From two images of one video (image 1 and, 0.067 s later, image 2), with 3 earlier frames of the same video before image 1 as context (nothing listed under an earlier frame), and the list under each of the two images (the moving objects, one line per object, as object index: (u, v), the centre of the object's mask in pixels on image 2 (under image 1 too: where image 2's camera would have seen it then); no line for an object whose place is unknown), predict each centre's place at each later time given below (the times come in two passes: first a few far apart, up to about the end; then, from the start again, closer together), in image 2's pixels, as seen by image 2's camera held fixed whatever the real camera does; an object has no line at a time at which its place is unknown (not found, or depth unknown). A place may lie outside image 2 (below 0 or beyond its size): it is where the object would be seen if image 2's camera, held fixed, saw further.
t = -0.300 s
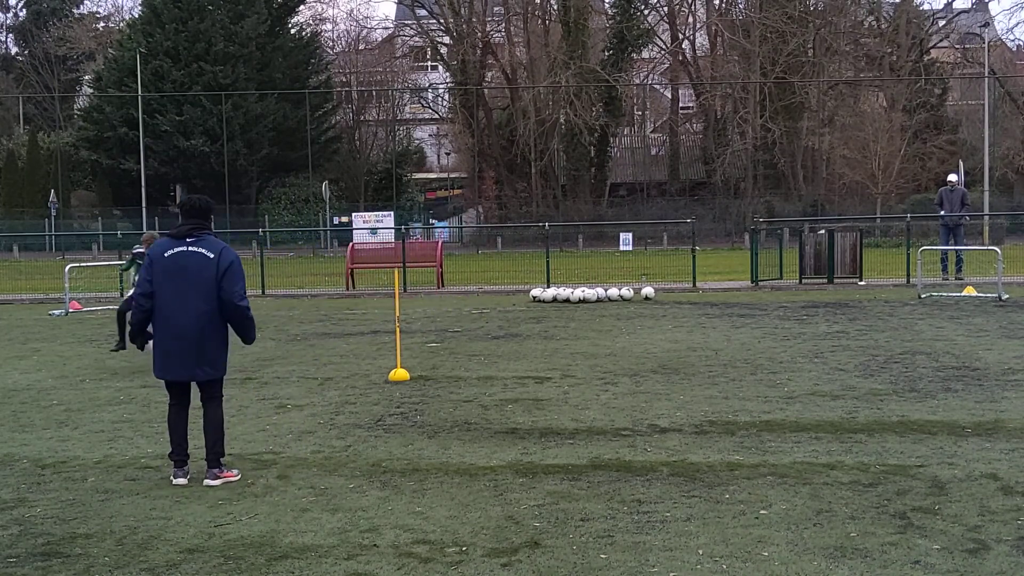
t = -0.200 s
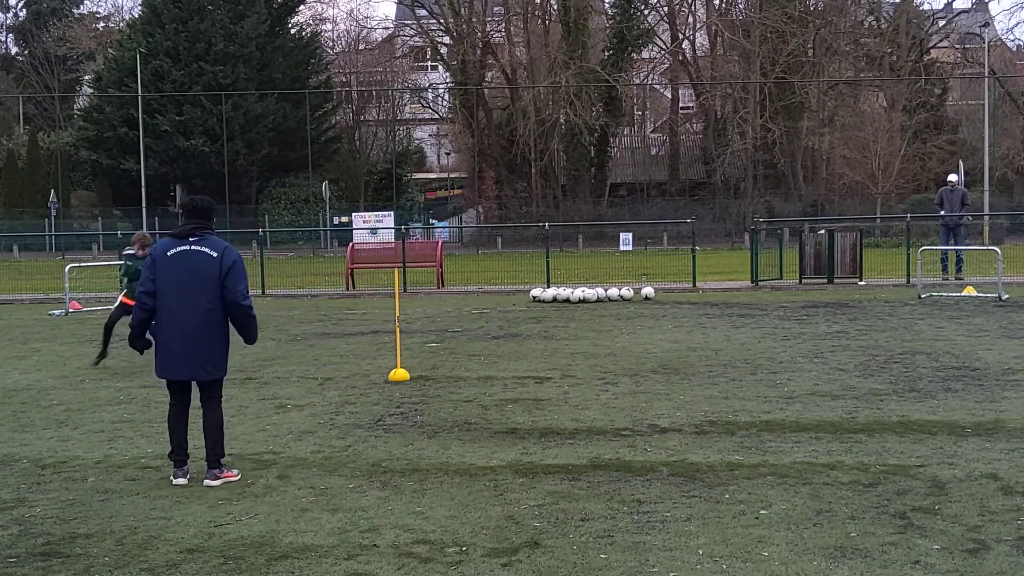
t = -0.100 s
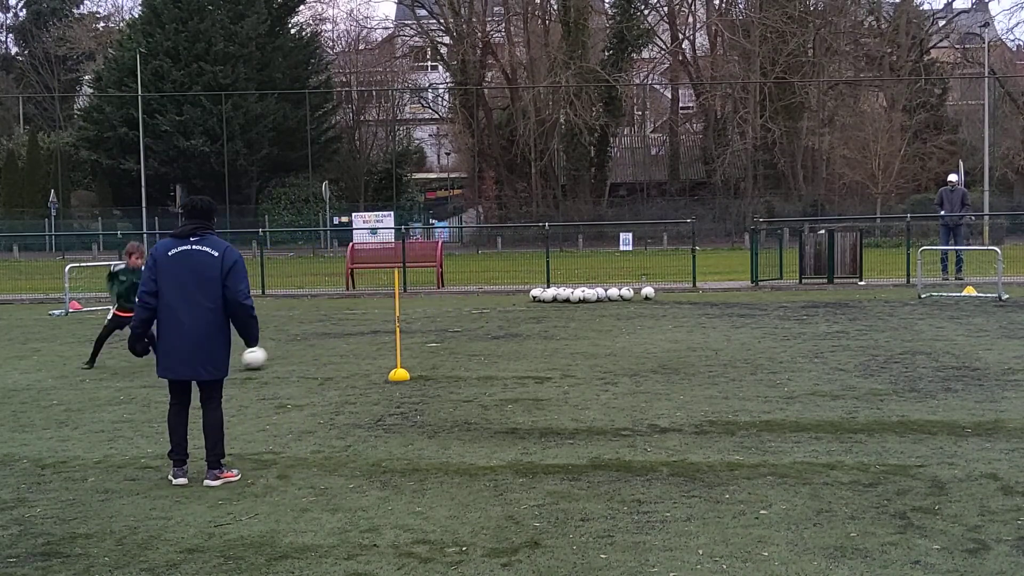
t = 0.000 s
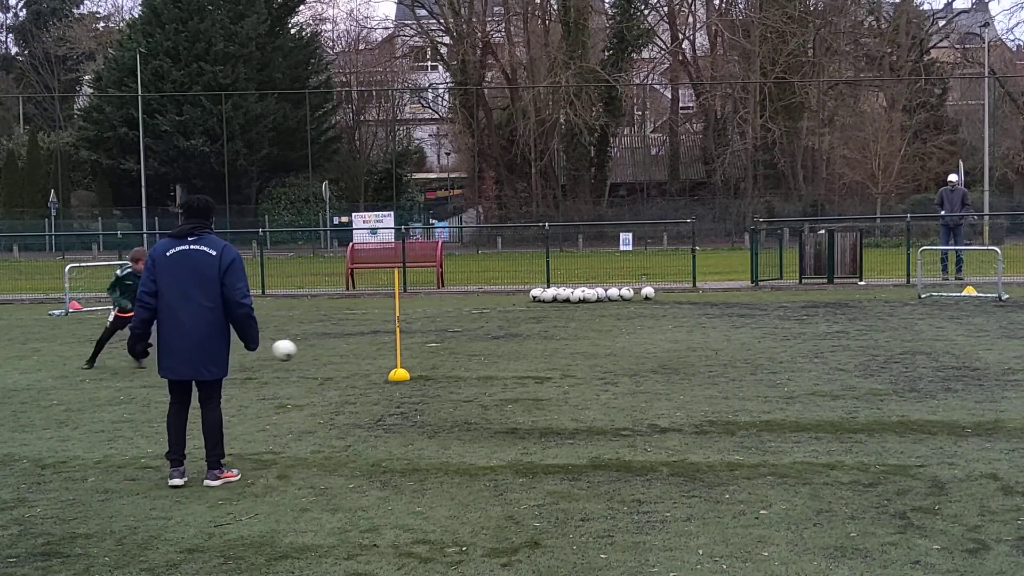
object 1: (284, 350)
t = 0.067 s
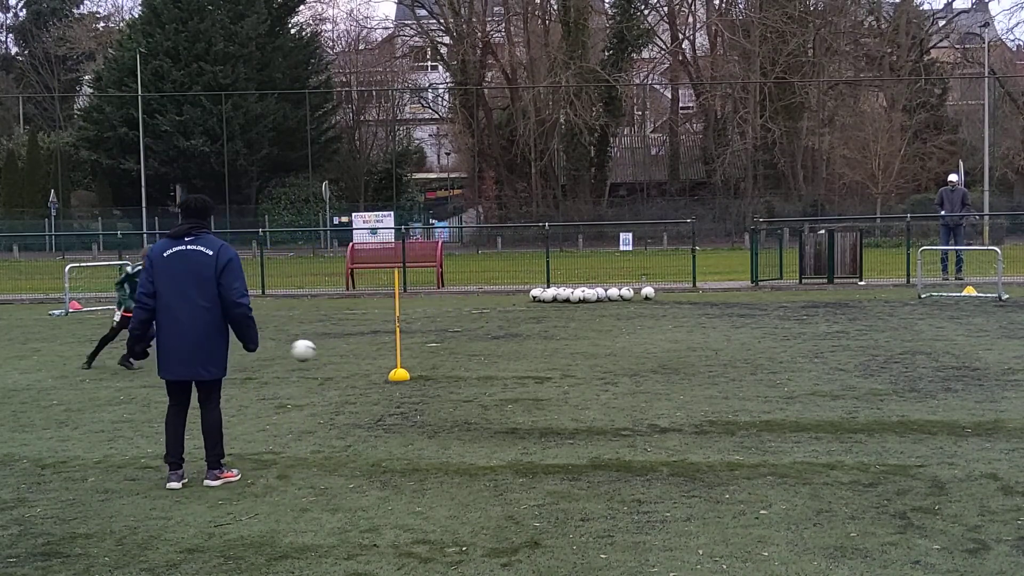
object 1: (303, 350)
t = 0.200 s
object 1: (341, 356)
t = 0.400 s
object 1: (388, 356)
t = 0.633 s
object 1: (449, 355)
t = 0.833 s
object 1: (495, 356)
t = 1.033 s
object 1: (541, 355)
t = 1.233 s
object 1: (586, 354)
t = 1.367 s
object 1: (615, 353)
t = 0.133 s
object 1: (323, 354)
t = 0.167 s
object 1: (333, 358)
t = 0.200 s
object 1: (341, 356)
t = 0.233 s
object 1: (349, 352)
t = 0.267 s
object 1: (358, 351)
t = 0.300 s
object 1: (366, 351)
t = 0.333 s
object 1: (374, 351)
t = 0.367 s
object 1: (382, 353)
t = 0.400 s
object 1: (388, 356)
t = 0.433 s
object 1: (400, 356)
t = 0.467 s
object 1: (409, 354)
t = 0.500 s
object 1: (415, 353)
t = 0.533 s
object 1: (423, 353)
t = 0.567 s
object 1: (432, 355)
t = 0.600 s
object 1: (440, 356)
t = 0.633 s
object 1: (449, 355)
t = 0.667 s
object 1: (456, 354)
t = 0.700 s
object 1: (463, 355)
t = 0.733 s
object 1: (472, 356)
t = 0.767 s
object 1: (479, 356)
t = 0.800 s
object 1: (488, 355)
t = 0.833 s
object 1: (495, 356)
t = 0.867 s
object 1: (503, 356)
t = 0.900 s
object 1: (511, 356)
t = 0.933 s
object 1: (518, 356)
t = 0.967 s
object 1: (526, 356)
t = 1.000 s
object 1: (534, 355)
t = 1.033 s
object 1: (541, 355)
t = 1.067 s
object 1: (549, 355)
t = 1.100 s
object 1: (557, 355)
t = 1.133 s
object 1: (564, 354)
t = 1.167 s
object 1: (571, 354)
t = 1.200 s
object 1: (579, 354)
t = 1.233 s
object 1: (586, 354)
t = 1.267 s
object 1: (593, 354)
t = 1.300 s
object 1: (601, 354)
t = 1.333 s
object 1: (608, 354)
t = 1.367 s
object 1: (615, 353)
